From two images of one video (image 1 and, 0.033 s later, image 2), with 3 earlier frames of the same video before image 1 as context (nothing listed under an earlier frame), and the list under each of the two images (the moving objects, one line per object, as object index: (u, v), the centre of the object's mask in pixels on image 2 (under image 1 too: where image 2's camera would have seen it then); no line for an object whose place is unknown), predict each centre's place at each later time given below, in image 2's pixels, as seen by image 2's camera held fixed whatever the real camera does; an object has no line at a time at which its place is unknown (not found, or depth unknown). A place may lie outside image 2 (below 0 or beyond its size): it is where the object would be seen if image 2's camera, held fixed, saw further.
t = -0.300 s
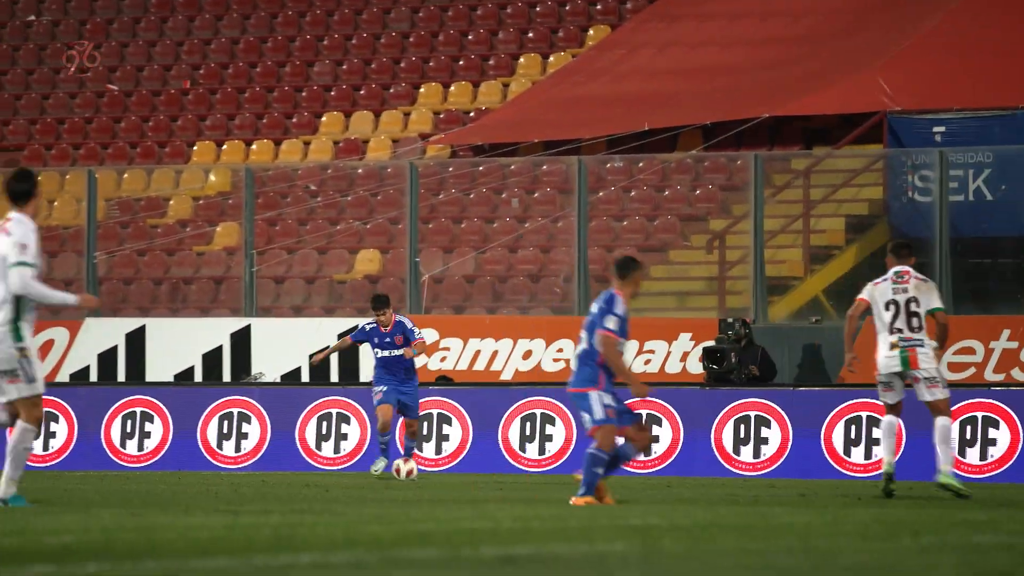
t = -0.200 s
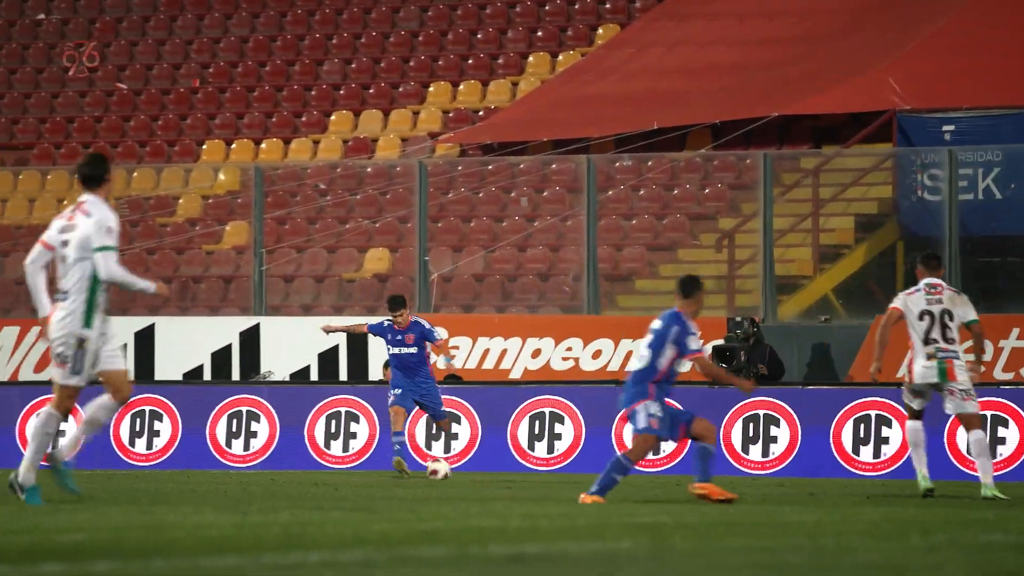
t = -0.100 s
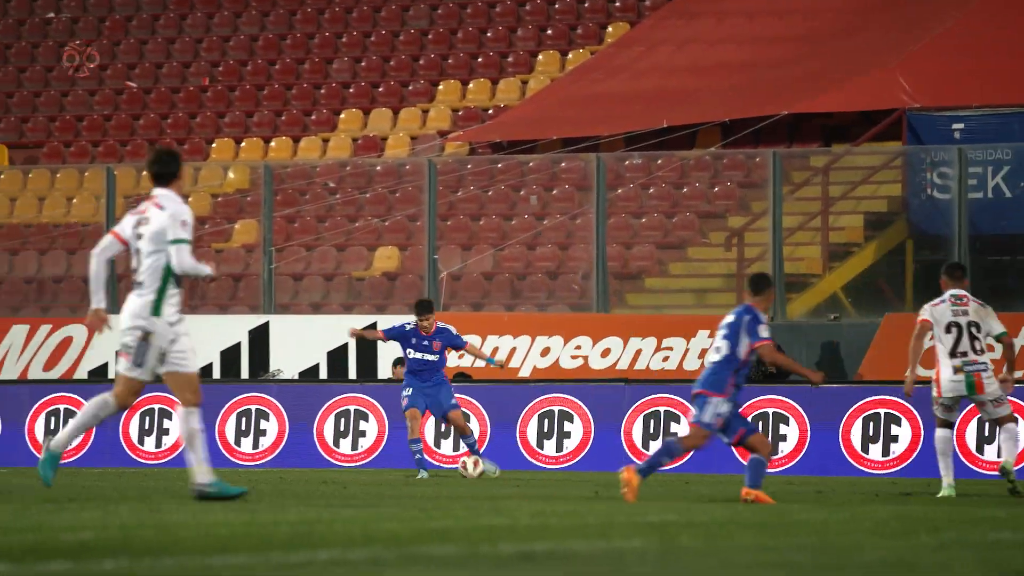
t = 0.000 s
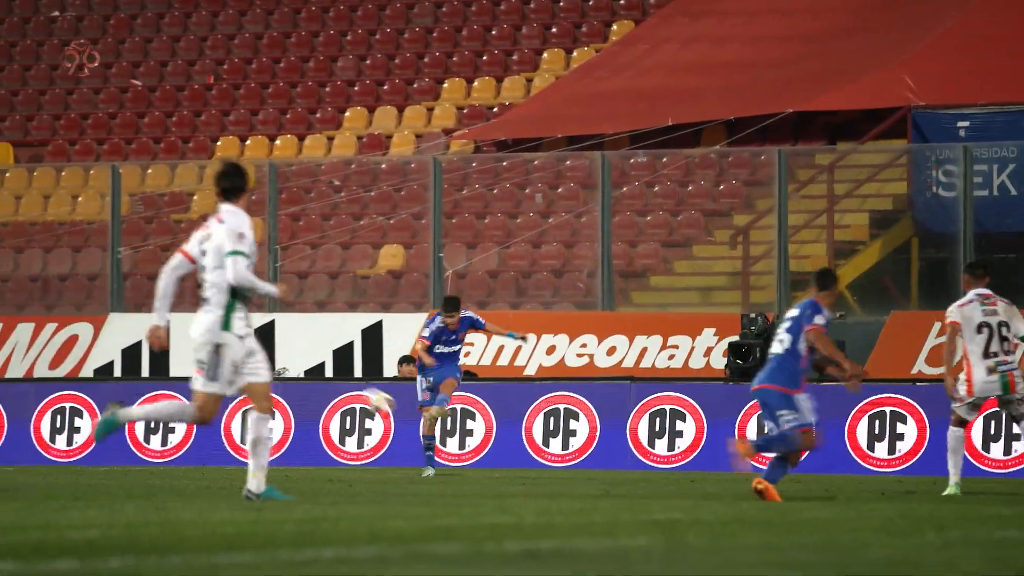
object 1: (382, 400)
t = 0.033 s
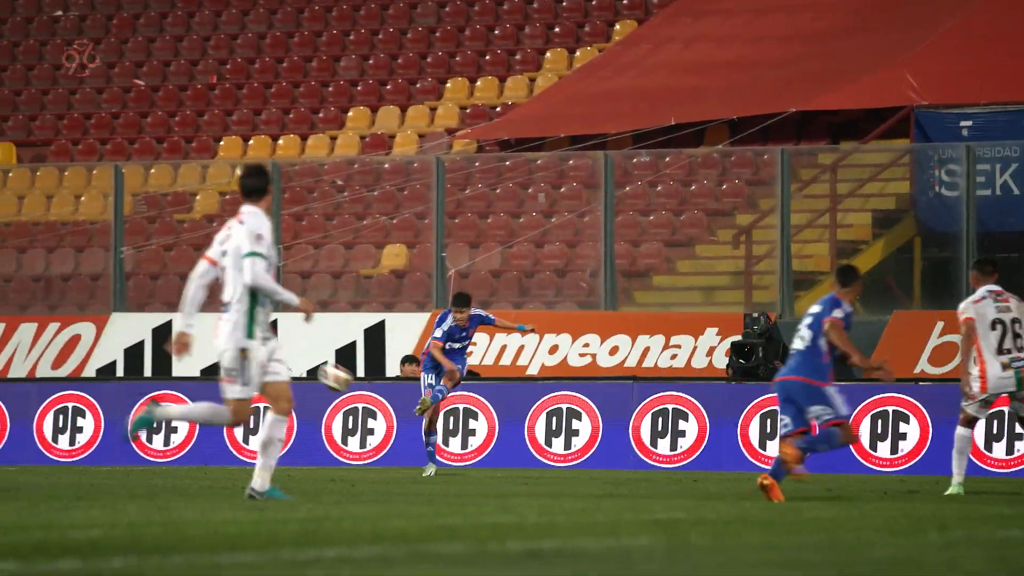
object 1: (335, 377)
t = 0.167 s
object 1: (138, 290)
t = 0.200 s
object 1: (85, 271)
